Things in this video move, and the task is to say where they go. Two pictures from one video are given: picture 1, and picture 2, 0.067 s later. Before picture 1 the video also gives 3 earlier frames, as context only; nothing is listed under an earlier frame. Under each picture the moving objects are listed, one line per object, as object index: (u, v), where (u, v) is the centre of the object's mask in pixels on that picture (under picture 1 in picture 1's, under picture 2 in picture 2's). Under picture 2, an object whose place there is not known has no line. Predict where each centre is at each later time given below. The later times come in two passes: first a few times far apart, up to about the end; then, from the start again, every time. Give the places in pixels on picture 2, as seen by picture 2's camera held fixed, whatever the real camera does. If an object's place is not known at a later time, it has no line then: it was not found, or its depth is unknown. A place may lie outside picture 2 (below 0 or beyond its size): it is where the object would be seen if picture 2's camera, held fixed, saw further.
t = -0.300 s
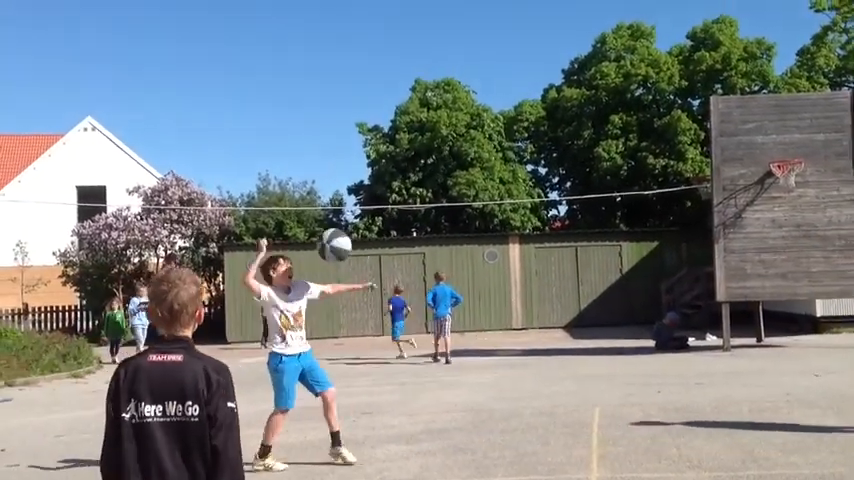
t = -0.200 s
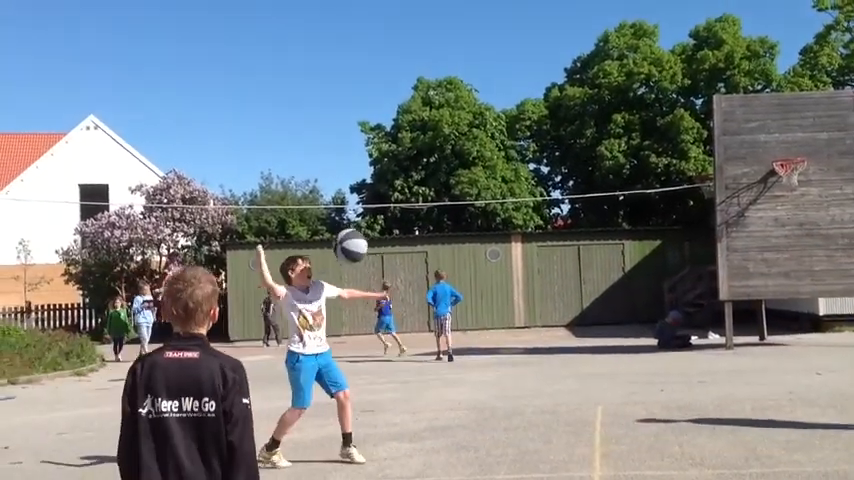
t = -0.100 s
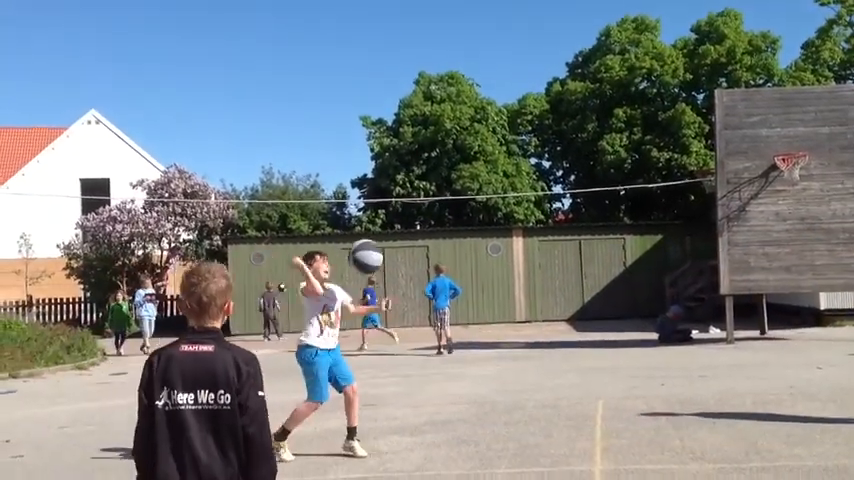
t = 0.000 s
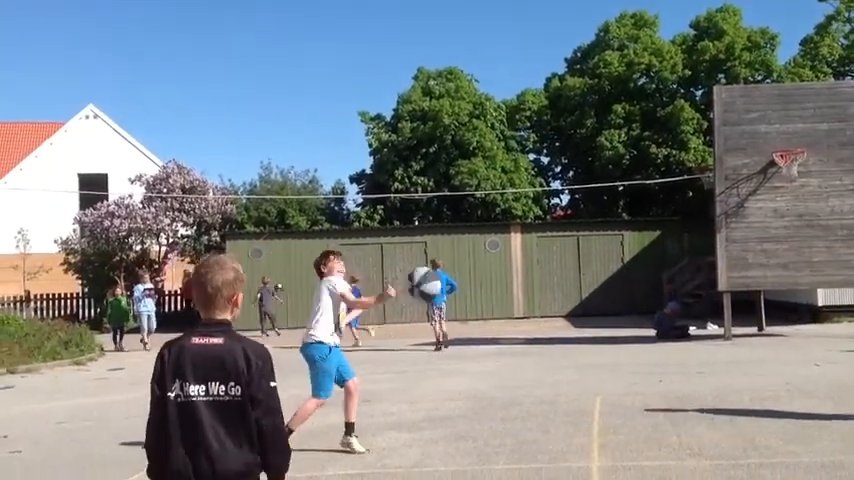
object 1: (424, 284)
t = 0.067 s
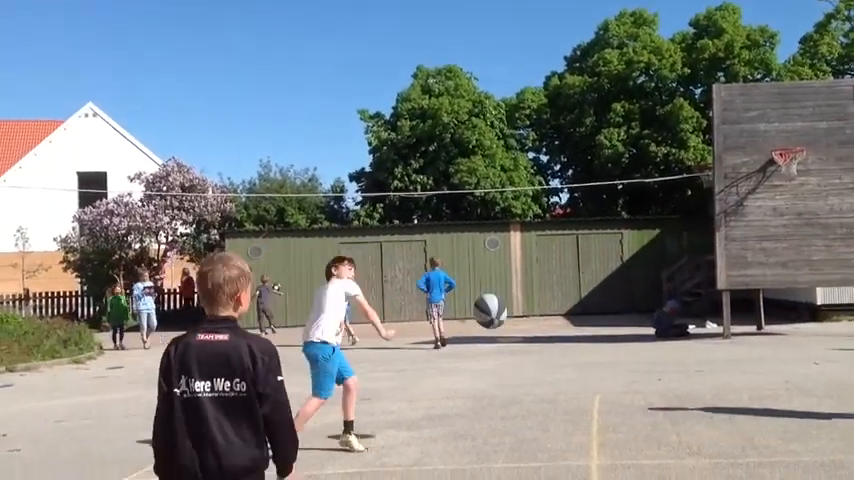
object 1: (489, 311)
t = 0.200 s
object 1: (619, 384)
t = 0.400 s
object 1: (722, 320)
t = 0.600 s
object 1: (809, 257)
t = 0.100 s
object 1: (522, 327)
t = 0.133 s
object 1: (555, 345)
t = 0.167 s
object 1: (587, 364)
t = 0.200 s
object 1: (619, 384)
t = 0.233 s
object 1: (651, 406)
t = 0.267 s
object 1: (667, 393)
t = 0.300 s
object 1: (680, 372)
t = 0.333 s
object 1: (695, 354)
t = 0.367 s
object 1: (709, 336)
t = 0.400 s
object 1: (722, 320)
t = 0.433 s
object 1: (739, 307)
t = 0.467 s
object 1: (751, 294)
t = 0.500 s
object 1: (766, 282)
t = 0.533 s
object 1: (780, 272)
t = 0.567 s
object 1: (794, 263)
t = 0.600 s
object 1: (809, 257)
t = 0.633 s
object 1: (823, 251)
